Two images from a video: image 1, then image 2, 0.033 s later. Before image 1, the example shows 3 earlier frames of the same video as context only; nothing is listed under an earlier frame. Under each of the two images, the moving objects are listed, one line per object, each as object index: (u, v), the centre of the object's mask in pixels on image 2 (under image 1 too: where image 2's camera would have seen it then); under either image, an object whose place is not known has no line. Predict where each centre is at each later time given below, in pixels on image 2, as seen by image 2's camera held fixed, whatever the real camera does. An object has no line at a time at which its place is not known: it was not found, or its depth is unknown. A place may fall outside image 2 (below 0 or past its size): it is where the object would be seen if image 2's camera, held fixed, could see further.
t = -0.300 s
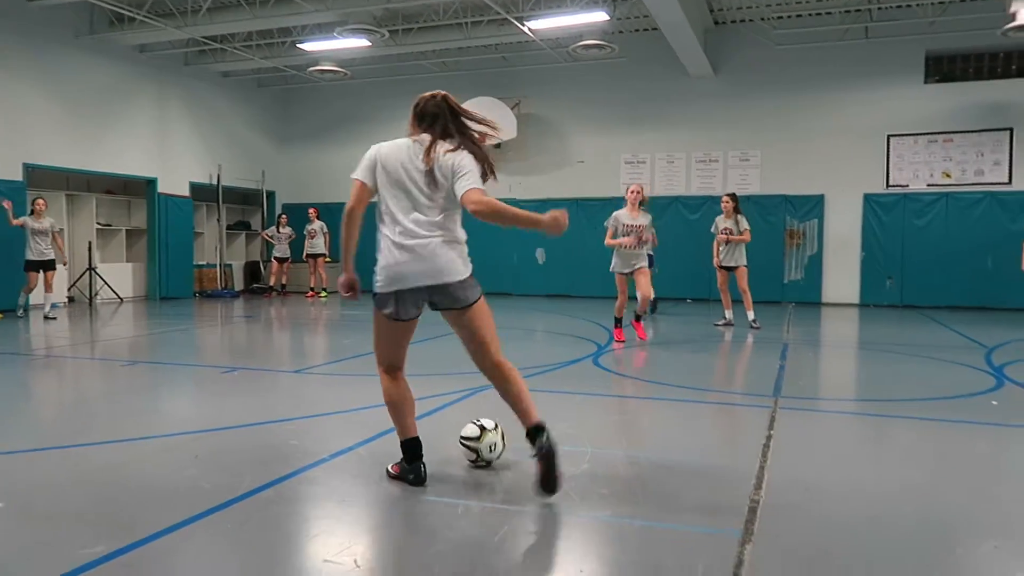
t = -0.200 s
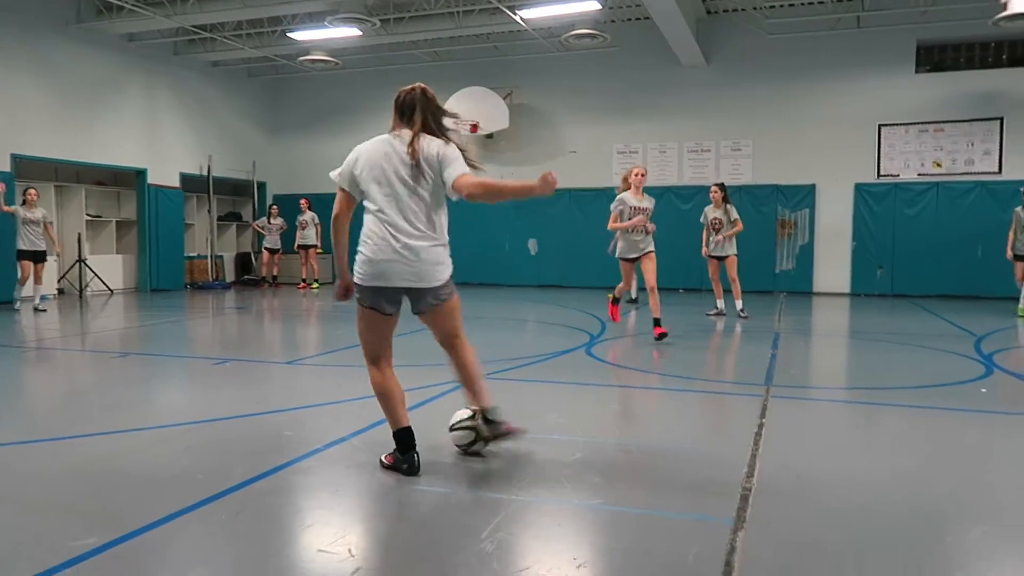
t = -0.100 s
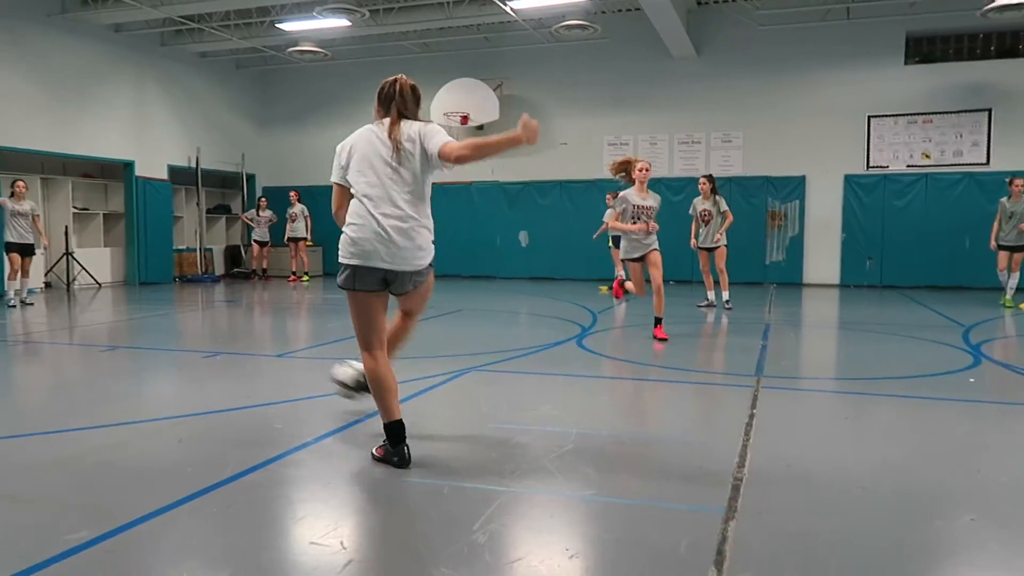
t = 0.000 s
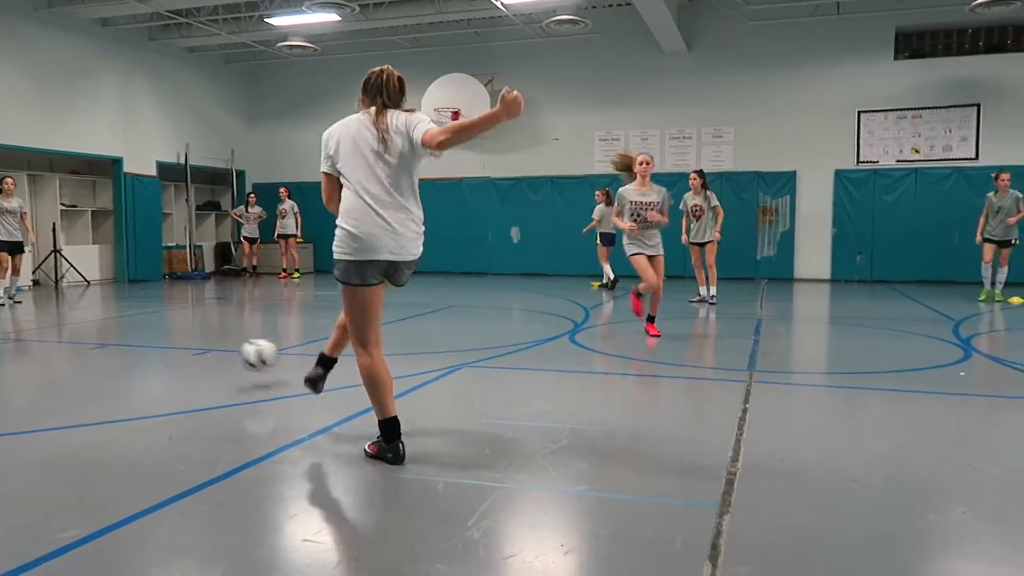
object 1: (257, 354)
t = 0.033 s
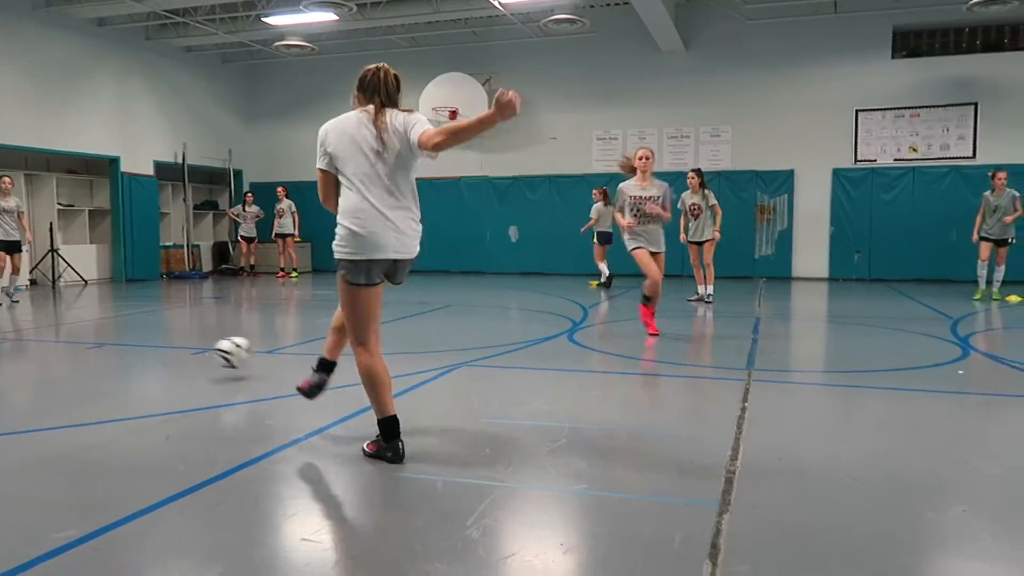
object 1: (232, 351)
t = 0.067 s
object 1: (210, 352)
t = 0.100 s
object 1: (190, 353)
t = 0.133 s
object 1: (173, 344)
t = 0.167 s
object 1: (157, 338)
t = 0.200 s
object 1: (142, 333)
